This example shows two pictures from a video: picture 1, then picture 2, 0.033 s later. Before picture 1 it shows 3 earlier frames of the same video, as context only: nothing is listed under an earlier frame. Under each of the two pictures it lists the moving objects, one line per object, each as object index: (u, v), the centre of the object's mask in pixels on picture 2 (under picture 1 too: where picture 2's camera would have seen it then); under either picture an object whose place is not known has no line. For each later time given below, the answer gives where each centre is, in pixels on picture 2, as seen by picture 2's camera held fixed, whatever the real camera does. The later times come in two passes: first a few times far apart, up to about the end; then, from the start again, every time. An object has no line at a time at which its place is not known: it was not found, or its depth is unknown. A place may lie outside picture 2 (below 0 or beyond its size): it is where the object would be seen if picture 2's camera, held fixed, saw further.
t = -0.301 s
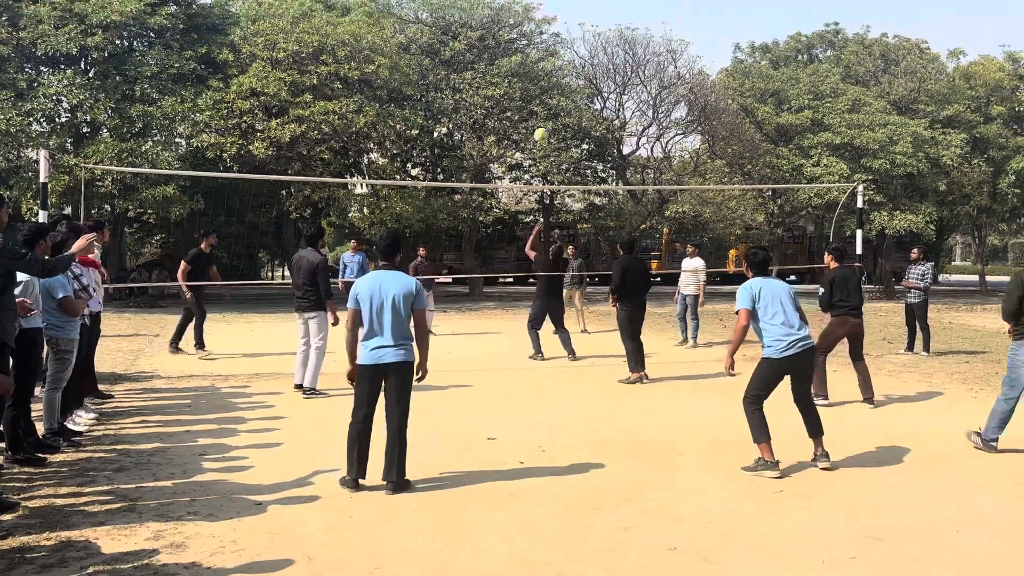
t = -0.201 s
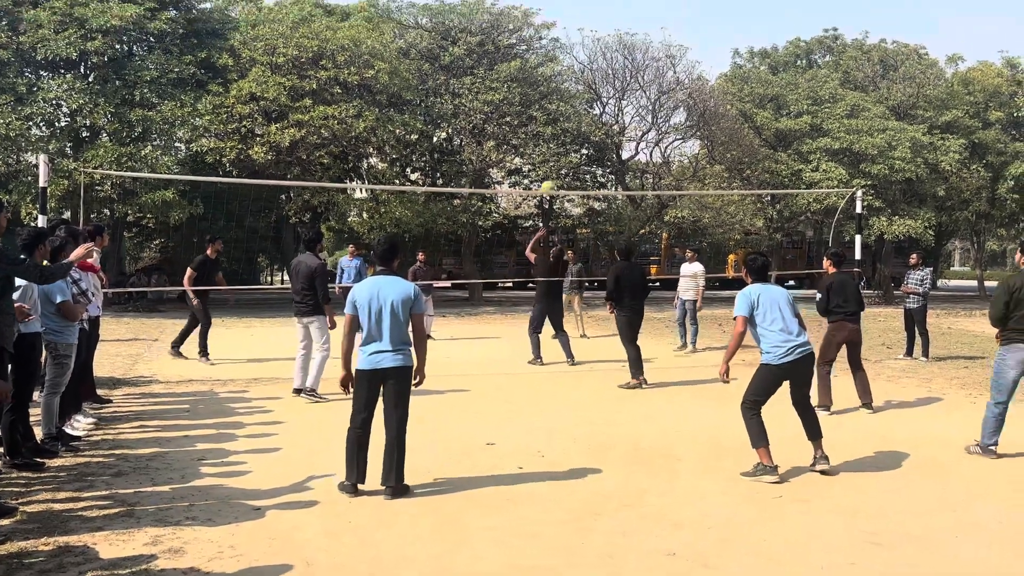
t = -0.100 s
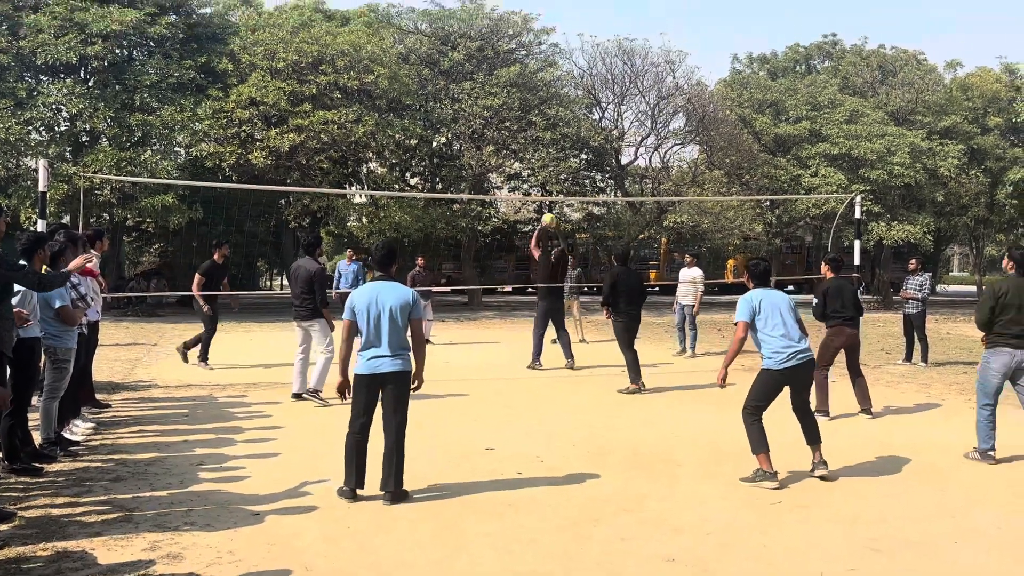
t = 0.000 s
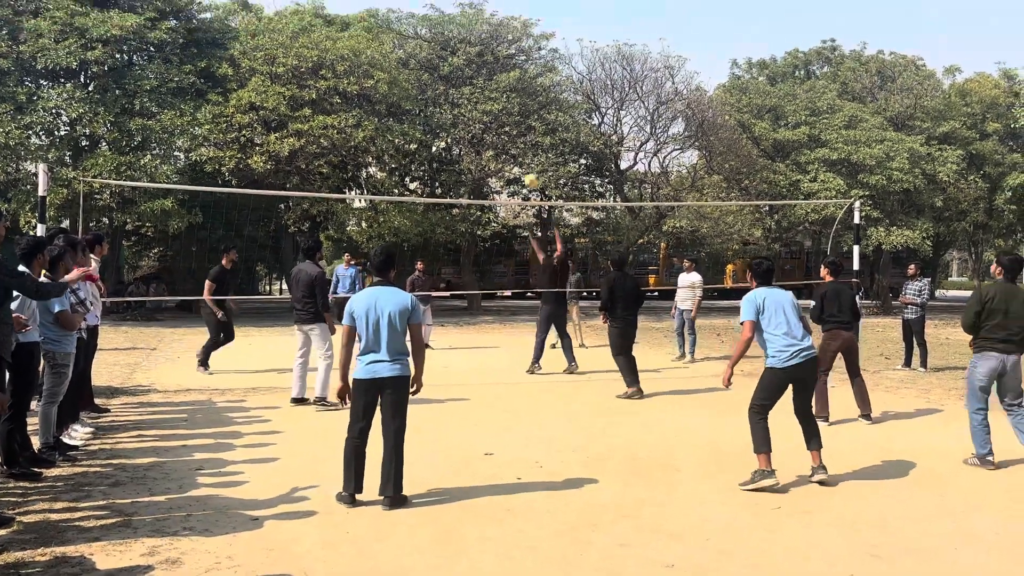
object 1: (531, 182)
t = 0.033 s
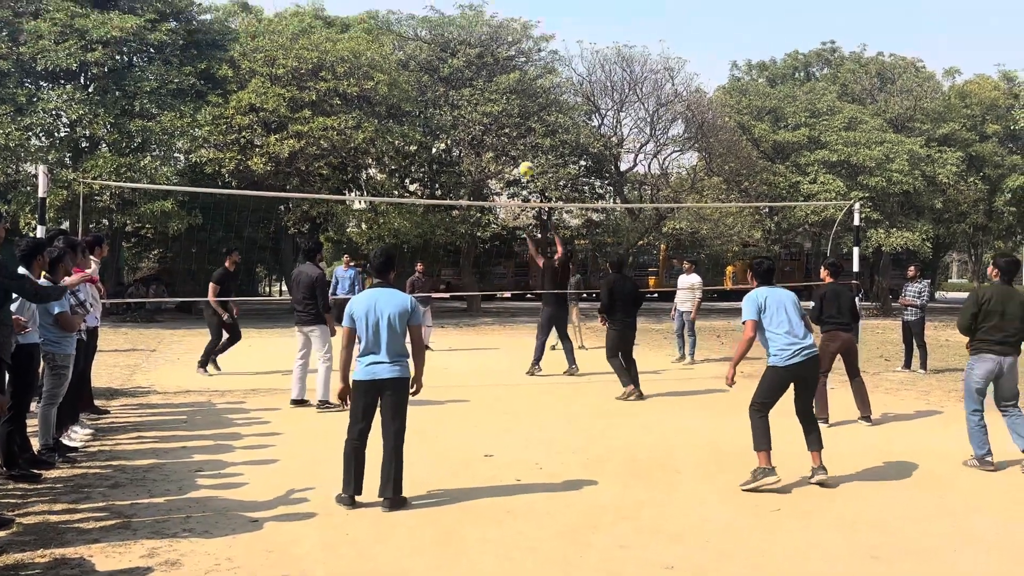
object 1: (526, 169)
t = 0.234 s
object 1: (491, 105)
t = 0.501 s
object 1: (445, 65)
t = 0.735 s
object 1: (404, 71)
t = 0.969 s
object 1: (365, 119)
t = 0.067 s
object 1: (521, 156)
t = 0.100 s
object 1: (515, 144)
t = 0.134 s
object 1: (509, 133)
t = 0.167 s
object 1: (504, 123)
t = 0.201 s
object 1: (498, 114)
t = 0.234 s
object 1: (491, 105)
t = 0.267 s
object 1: (486, 97)
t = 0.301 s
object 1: (480, 90)
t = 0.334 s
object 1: (474, 84)
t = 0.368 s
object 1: (469, 79)
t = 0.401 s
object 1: (463, 74)
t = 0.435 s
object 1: (458, 70)
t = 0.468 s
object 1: (451, 67)
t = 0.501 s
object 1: (445, 65)
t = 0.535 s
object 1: (440, 63)
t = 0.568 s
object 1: (434, 62)
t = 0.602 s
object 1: (427, 63)
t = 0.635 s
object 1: (422, 64)
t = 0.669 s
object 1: (417, 65)
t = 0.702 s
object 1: (410, 67)
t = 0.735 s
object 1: (404, 71)
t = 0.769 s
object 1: (399, 75)
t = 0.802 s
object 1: (393, 79)
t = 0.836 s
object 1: (387, 86)
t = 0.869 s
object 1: (382, 93)
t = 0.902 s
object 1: (376, 101)
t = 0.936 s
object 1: (370, 109)
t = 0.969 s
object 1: (365, 119)
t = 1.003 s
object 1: (359, 128)
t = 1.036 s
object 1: (353, 140)
